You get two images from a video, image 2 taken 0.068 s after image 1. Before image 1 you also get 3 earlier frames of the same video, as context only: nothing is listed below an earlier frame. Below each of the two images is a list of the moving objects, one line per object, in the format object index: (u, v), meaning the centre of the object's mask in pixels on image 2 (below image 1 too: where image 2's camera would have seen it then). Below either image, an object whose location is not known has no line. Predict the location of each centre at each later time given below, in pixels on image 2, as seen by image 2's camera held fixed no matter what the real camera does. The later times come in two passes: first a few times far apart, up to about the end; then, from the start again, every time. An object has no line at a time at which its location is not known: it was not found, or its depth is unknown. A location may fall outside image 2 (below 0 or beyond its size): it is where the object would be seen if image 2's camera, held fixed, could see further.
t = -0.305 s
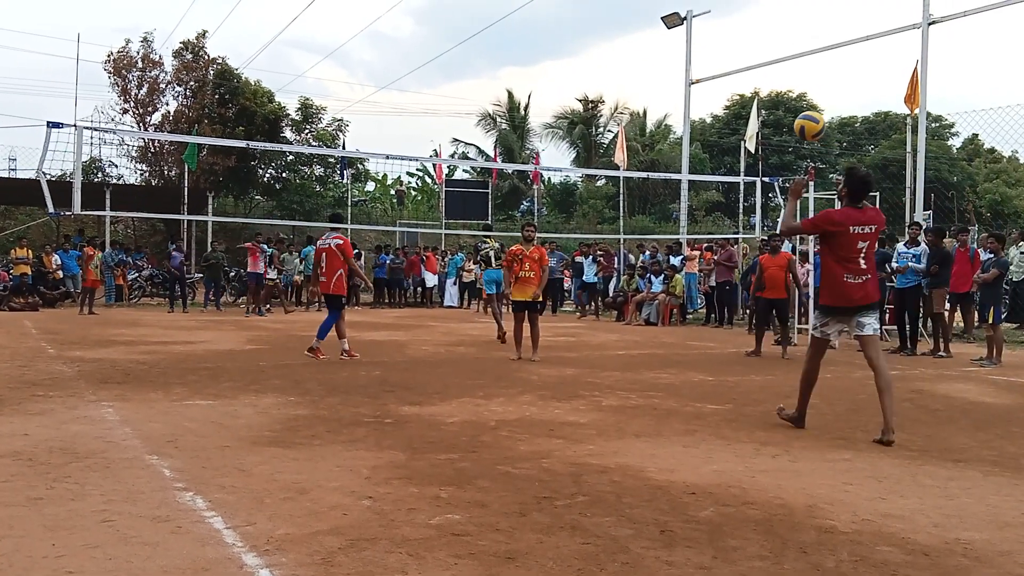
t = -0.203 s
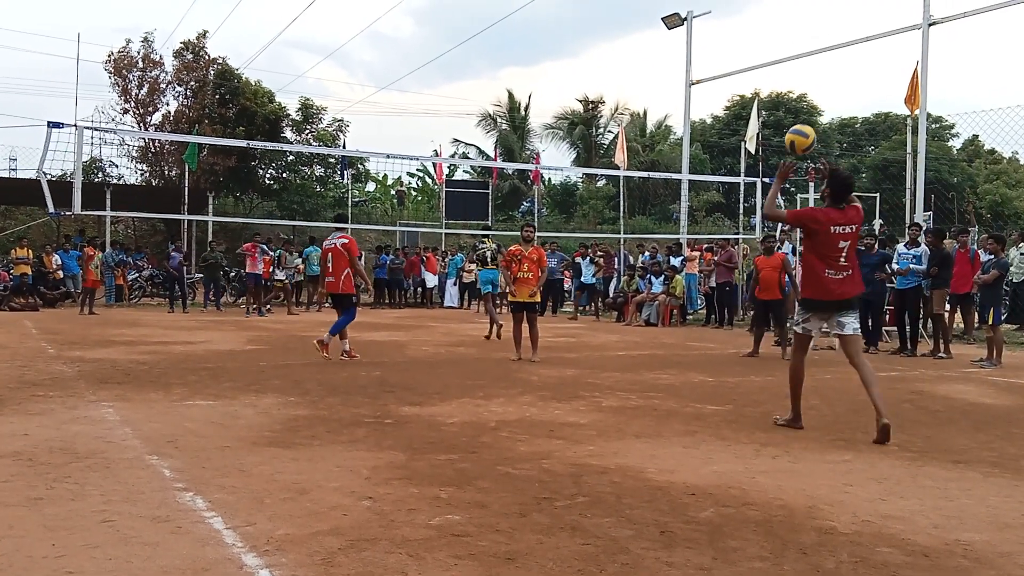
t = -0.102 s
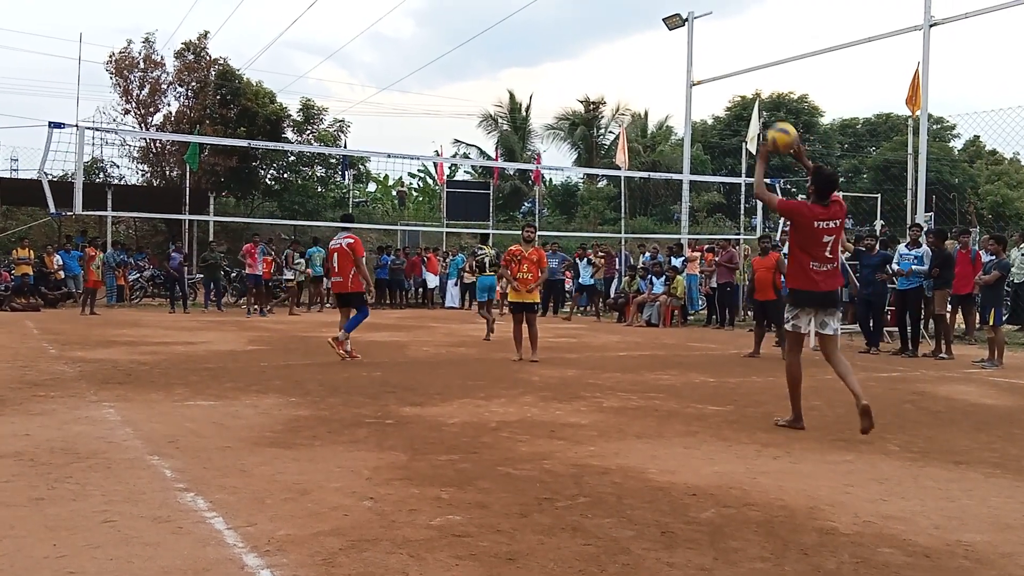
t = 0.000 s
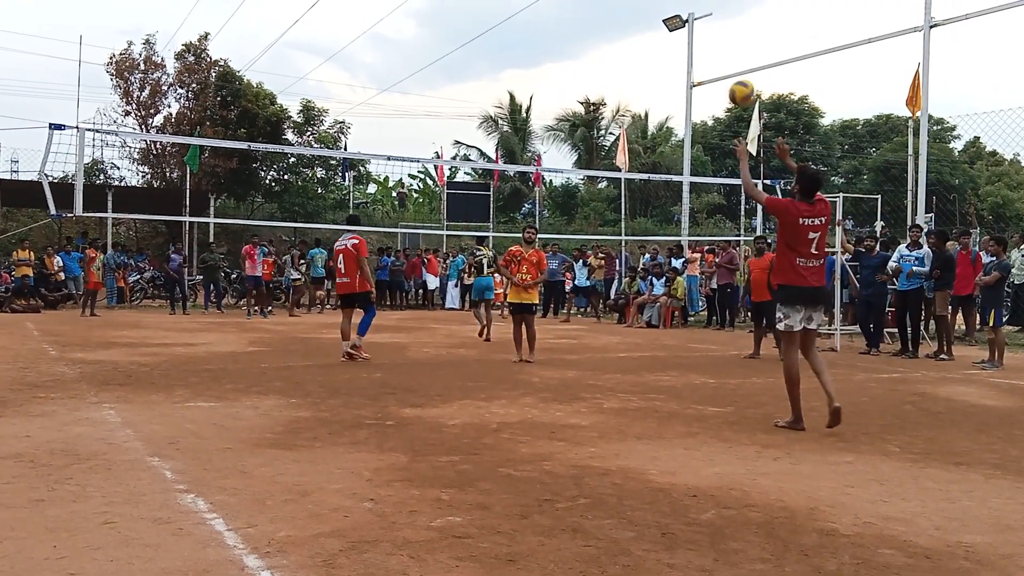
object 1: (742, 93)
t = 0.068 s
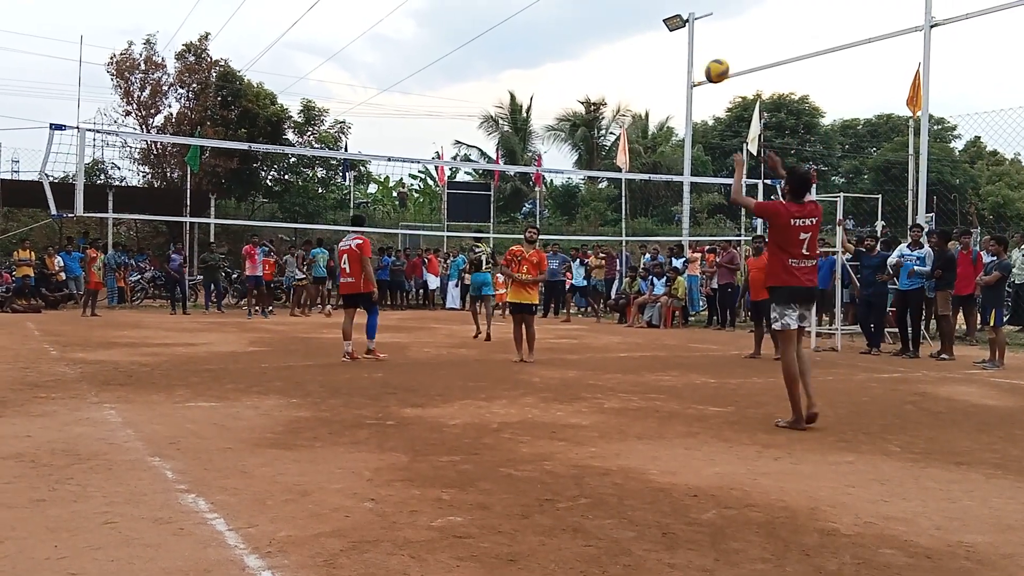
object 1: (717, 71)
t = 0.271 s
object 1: (653, 47)
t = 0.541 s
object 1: (586, 85)
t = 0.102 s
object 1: (705, 63)
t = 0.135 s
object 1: (694, 57)
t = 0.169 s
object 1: (683, 52)
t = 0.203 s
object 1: (672, 49)
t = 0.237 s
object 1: (662, 47)
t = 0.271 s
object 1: (653, 47)
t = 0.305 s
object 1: (644, 48)
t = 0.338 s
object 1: (635, 50)
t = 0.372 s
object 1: (626, 53)
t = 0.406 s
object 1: (617, 58)
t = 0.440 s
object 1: (609, 63)
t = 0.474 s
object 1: (601, 70)
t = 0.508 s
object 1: (593, 77)
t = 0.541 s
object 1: (586, 85)
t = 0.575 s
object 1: (579, 94)
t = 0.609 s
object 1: (571, 105)
